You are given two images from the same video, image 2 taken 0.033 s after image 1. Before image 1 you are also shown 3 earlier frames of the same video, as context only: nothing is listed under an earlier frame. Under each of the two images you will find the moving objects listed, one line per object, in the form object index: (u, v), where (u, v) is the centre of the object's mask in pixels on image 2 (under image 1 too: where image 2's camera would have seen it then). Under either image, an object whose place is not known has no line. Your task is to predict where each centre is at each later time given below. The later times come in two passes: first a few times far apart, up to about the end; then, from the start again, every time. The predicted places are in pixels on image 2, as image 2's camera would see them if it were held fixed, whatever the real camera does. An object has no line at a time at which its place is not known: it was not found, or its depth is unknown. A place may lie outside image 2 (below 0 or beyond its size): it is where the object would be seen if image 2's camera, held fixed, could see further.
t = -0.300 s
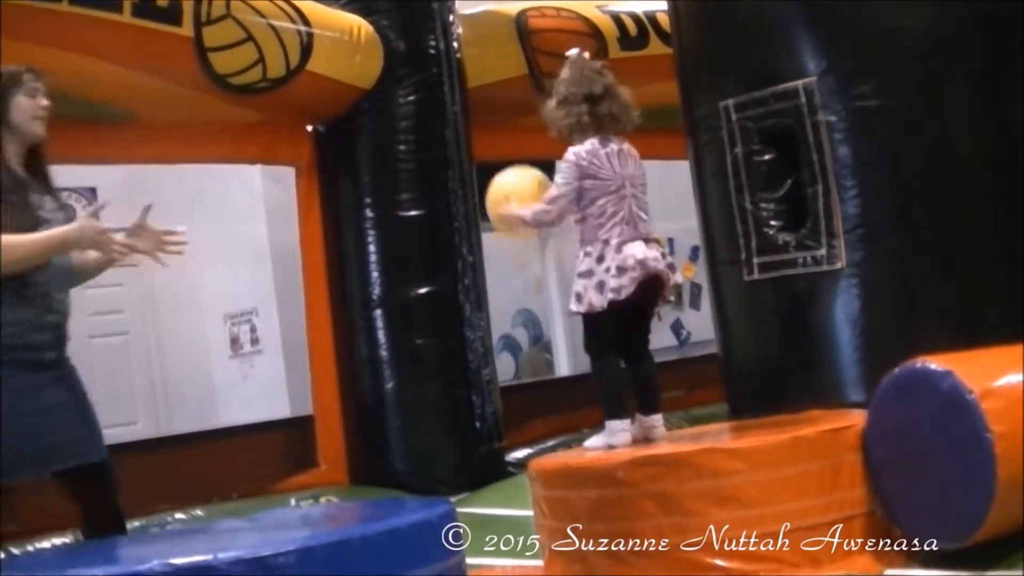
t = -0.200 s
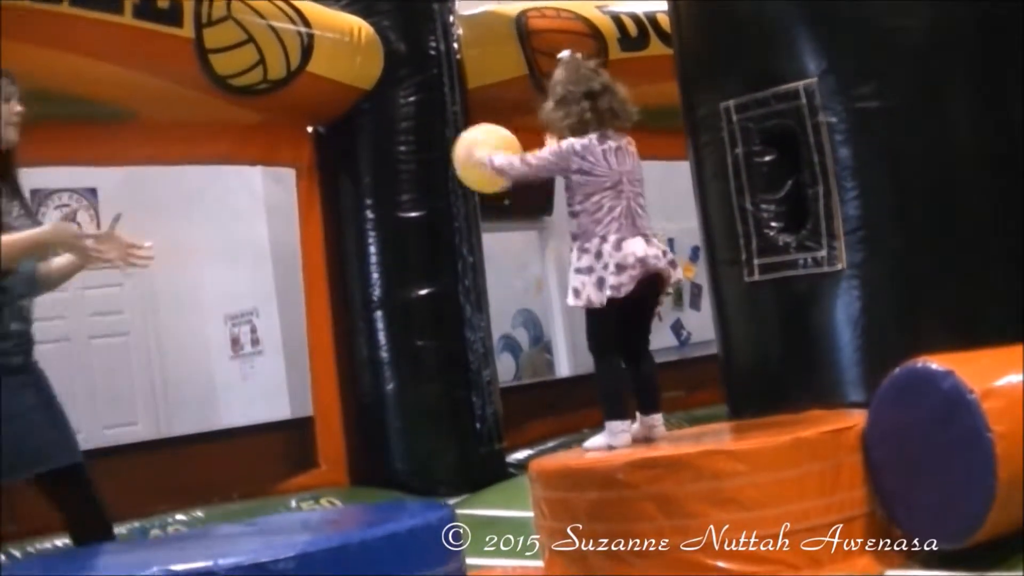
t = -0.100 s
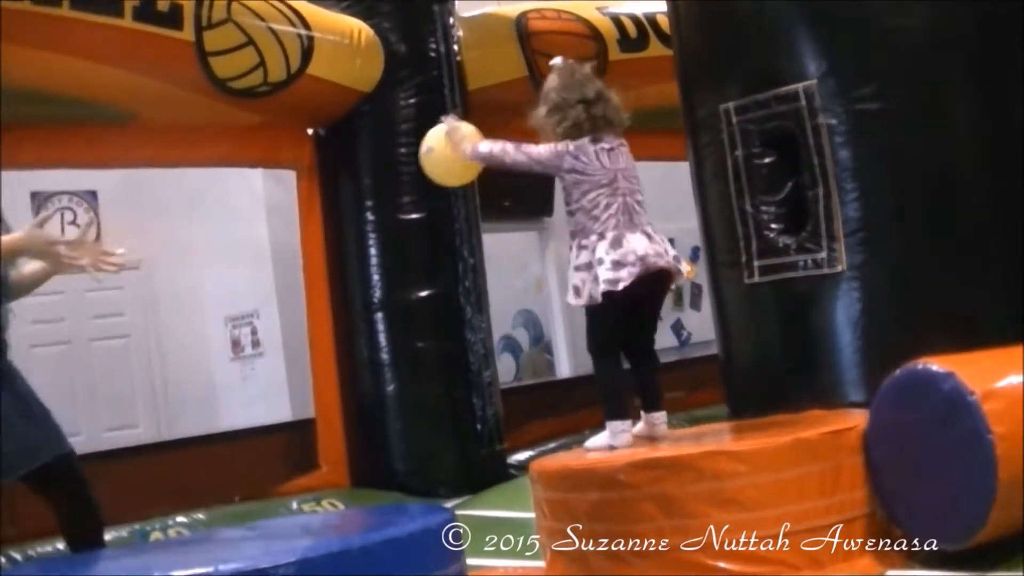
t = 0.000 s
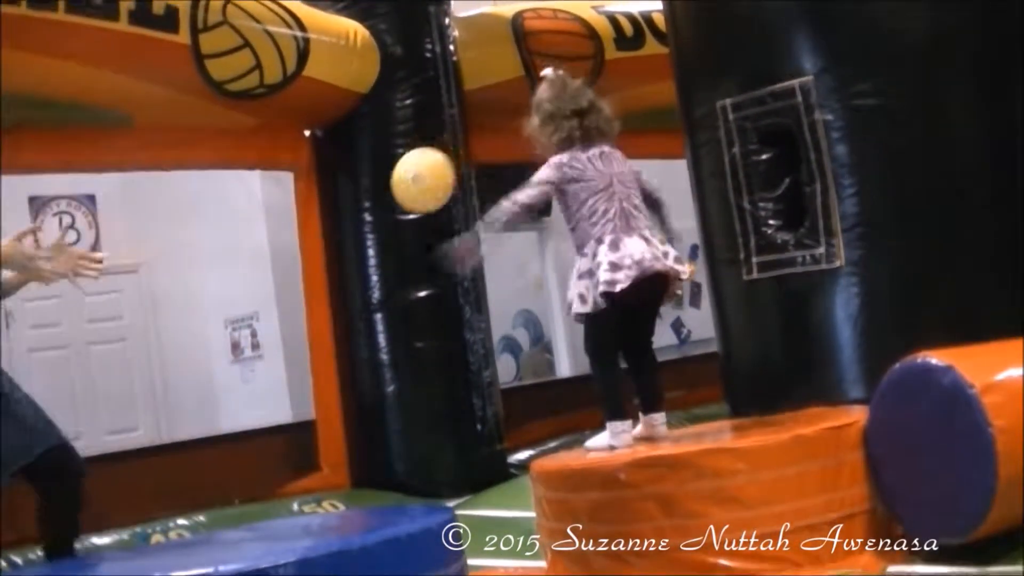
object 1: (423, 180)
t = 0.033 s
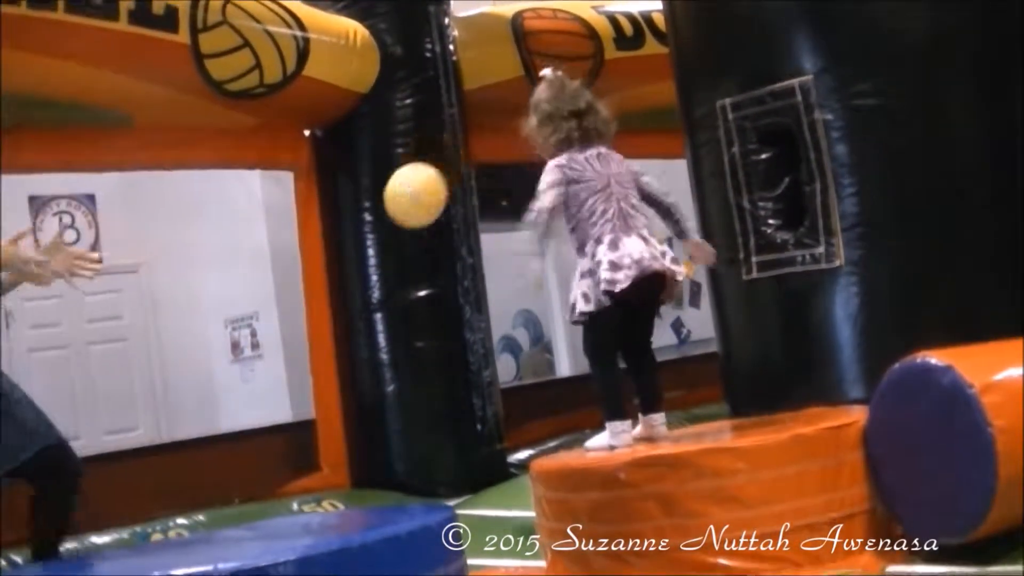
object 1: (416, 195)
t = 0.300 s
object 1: (383, 431)
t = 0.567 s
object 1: (311, 384)
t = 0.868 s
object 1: (241, 411)
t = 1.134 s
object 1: (221, 462)
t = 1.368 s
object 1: (232, 483)
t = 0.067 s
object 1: (409, 214)
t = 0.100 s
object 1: (404, 236)
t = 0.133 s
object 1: (399, 261)
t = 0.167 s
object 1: (394, 289)
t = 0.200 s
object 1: (391, 320)
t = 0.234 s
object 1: (387, 355)
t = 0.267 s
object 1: (385, 392)
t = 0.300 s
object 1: (383, 431)
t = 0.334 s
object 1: (382, 470)
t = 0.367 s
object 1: (380, 493)
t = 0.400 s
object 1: (368, 479)
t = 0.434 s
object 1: (356, 457)
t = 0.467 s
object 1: (344, 434)
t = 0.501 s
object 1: (333, 414)
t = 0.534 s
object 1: (322, 398)
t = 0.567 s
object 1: (311, 384)
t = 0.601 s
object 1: (301, 374)
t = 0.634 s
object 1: (292, 367)
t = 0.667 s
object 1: (283, 364)
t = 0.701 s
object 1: (275, 365)
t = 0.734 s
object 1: (267, 368)
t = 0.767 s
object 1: (260, 373)
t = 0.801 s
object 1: (253, 382)
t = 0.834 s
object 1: (247, 395)
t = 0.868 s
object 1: (241, 411)
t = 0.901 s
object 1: (235, 431)
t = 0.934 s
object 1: (232, 453)
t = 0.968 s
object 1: (228, 476)
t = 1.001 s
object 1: (224, 500)
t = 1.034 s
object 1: (222, 498)
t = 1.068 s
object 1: (221, 484)
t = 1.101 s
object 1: (221, 471)
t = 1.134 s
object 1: (221, 462)
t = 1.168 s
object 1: (221, 455)
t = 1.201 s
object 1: (223, 451)
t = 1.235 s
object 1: (225, 451)
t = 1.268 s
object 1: (225, 454)
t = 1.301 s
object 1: (227, 460)
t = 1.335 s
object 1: (229, 470)
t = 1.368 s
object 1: (232, 483)
